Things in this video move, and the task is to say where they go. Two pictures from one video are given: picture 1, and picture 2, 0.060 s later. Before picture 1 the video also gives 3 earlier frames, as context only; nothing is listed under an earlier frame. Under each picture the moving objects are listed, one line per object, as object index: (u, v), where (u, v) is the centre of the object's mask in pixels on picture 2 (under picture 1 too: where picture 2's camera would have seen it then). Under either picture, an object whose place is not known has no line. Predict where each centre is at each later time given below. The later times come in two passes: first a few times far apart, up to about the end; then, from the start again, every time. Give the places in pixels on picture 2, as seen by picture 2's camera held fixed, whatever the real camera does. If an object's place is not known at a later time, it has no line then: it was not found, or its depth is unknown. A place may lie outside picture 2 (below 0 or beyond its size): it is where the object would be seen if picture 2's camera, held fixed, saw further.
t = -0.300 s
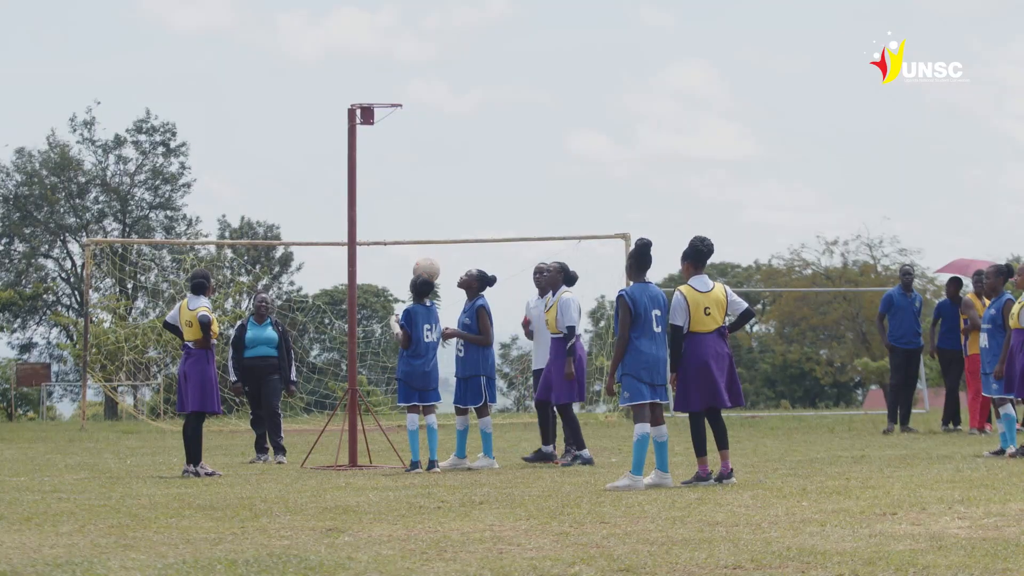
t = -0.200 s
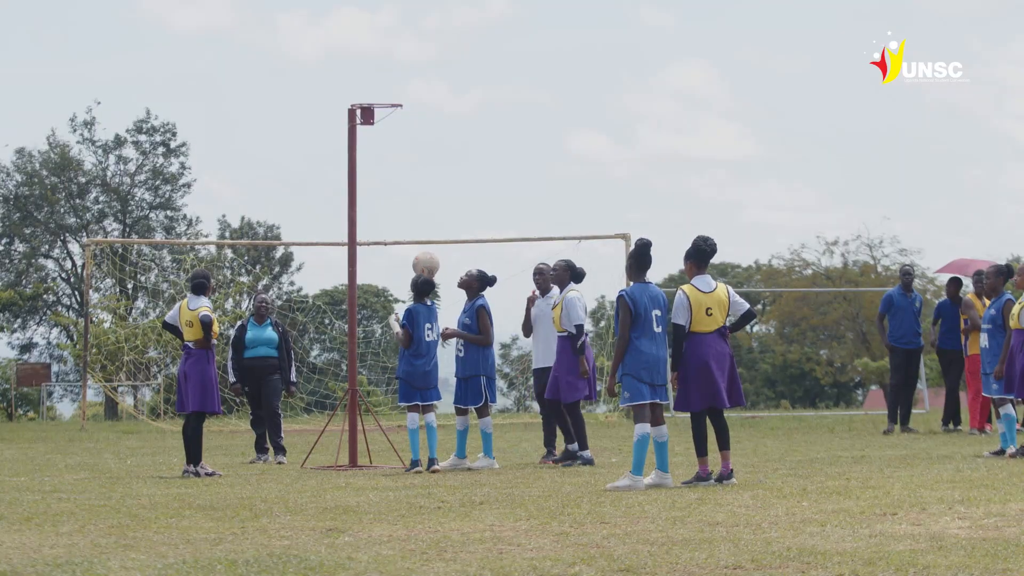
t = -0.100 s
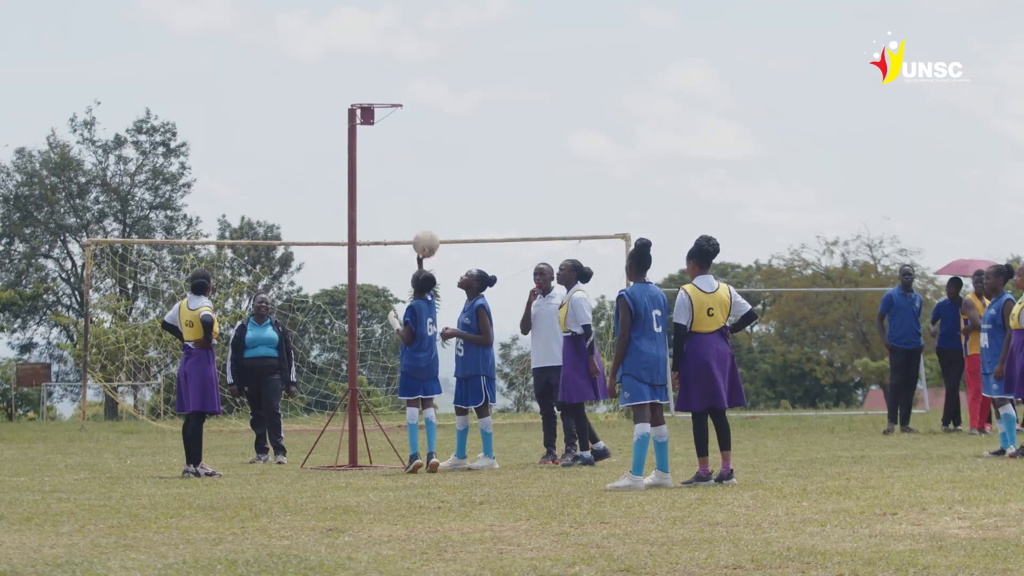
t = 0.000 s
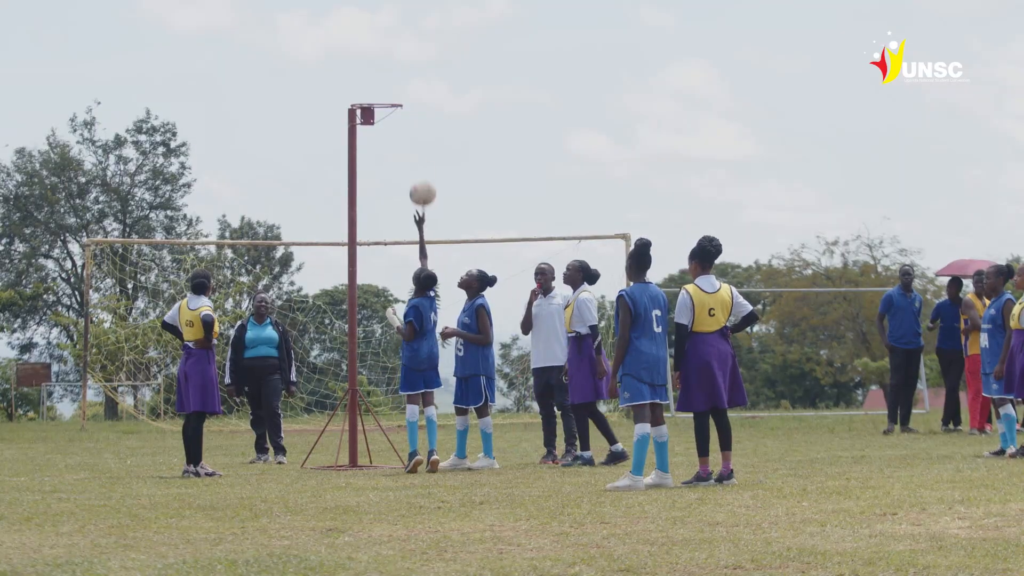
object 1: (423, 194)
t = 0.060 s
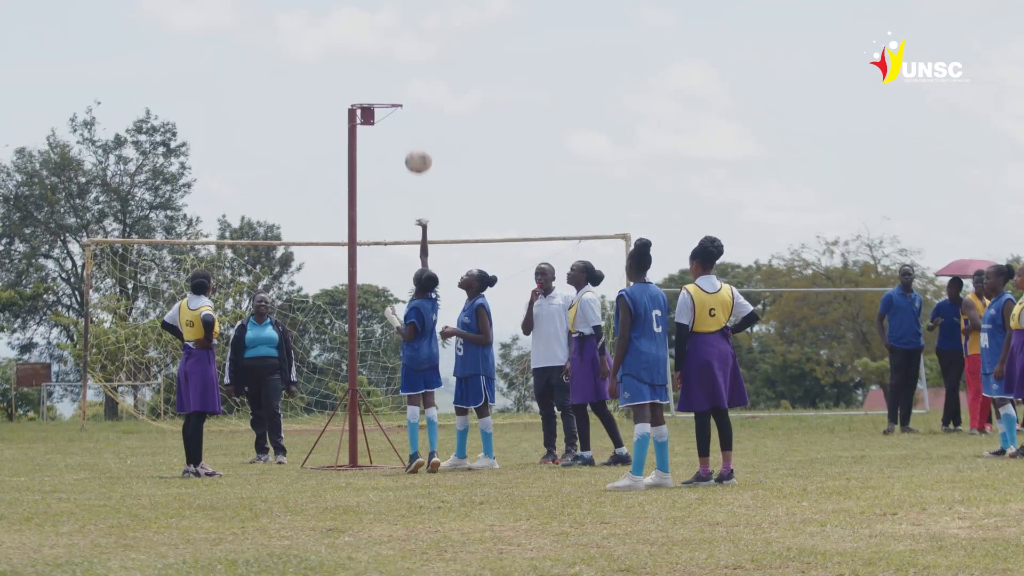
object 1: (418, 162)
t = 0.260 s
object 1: (404, 84)
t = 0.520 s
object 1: (387, 56)
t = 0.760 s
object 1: (374, 92)
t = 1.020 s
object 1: (370, 121)
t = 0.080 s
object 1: (417, 152)
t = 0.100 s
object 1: (415, 142)
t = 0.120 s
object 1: (414, 133)
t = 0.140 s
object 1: (412, 124)
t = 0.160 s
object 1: (411, 116)
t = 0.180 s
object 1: (410, 109)
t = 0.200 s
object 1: (408, 102)
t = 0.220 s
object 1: (406, 96)
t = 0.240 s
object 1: (405, 90)
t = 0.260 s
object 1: (404, 84)
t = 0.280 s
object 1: (402, 79)
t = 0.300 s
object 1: (401, 75)
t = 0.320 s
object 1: (400, 71)
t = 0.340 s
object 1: (398, 67)
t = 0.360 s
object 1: (397, 64)
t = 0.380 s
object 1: (396, 61)
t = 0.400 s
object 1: (394, 59)
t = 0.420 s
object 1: (393, 57)
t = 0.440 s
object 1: (392, 56)
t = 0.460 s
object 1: (391, 56)
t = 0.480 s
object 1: (389, 55)
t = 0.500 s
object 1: (388, 55)
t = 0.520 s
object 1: (387, 56)
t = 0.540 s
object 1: (386, 57)
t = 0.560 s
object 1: (385, 58)
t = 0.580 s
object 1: (383, 60)
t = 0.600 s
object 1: (382, 63)
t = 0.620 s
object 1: (381, 66)
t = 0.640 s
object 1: (380, 69)
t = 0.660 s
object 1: (379, 74)
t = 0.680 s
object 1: (377, 78)
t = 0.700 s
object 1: (376, 83)
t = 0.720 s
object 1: (375, 88)
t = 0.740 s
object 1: (374, 92)
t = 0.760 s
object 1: (374, 92)
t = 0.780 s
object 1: (374, 93)
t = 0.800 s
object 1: (374, 94)
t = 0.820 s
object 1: (374, 94)
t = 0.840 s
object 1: (374, 96)
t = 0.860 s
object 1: (375, 98)
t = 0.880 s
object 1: (374, 101)
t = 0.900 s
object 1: (374, 104)
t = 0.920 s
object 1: (375, 107)
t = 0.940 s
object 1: (375, 111)
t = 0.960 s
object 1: (374, 116)
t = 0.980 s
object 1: (374, 118)
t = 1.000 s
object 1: (372, 119)
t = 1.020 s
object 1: (370, 121)
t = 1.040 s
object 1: (370, 123)
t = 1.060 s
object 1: (369, 125)
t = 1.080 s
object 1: (368, 128)
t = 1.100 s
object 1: (368, 131)
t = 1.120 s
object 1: (367, 135)
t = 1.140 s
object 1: (366, 140)
